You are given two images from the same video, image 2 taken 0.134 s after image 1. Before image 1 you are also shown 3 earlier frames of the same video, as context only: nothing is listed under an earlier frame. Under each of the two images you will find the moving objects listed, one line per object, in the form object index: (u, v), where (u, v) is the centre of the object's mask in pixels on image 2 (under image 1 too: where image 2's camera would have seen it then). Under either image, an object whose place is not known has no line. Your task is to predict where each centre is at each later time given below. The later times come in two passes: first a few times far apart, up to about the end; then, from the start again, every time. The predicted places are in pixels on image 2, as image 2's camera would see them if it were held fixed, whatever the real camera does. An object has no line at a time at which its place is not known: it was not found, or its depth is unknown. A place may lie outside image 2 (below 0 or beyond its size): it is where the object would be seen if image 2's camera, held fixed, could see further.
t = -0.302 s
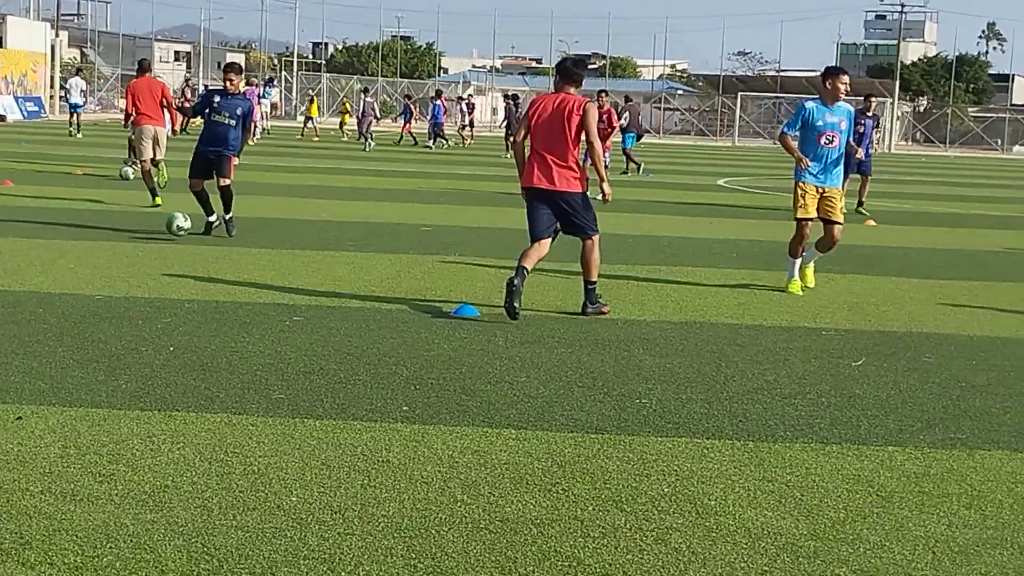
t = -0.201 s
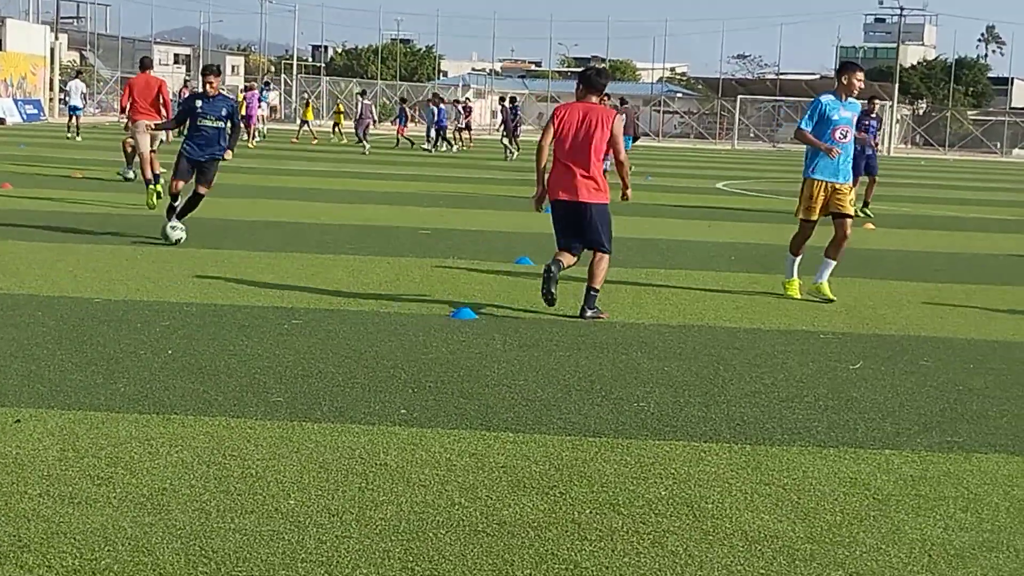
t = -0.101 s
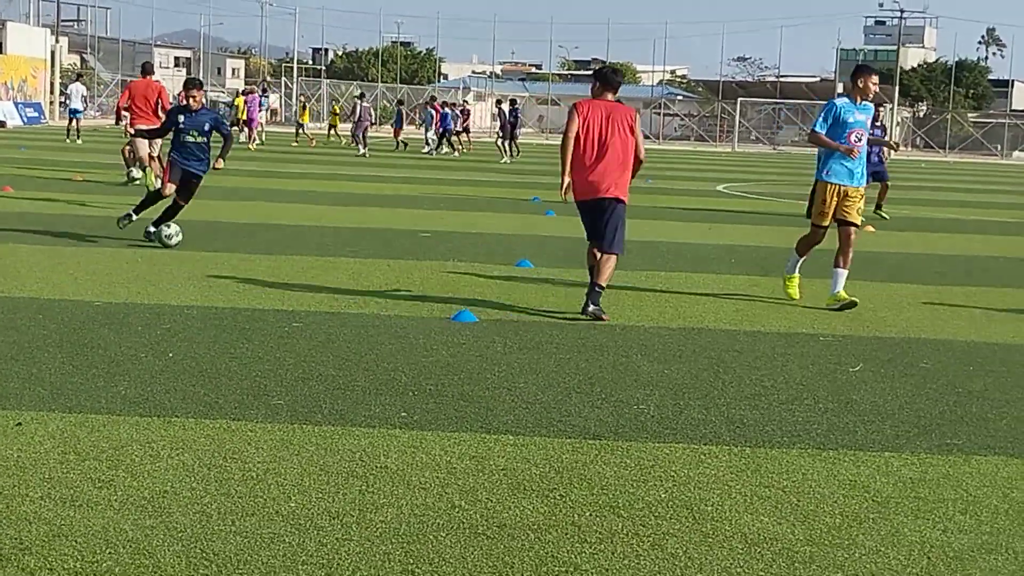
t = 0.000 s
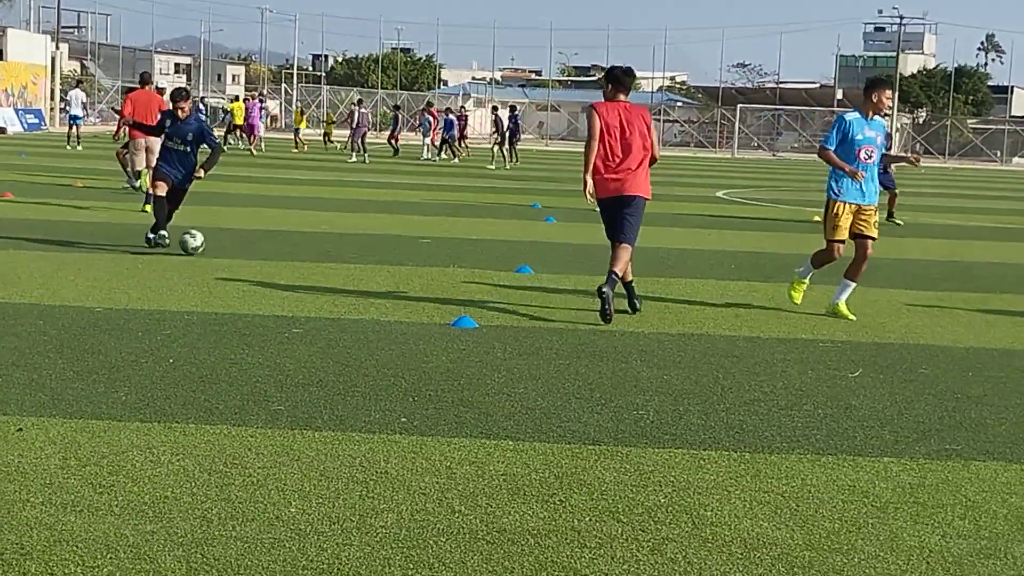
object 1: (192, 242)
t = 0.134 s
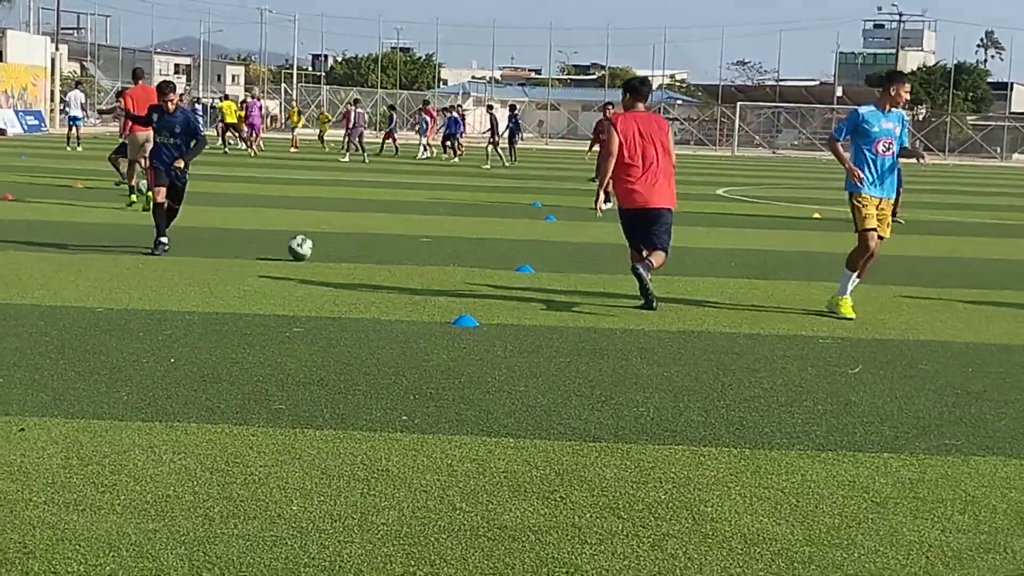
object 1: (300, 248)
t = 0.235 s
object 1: (373, 251)
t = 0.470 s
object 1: (513, 260)
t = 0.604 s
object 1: (586, 261)
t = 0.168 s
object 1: (324, 248)
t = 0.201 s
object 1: (348, 248)
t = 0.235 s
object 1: (373, 251)
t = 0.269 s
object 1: (397, 254)
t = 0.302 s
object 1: (417, 253)
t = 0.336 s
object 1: (436, 252)
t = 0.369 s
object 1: (455, 253)
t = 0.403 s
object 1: (474, 254)
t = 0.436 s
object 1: (494, 256)
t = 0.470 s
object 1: (513, 260)
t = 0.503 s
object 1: (531, 260)
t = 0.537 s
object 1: (549, 258)
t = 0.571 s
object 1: (568, 259)
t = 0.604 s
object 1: (586, 261)
